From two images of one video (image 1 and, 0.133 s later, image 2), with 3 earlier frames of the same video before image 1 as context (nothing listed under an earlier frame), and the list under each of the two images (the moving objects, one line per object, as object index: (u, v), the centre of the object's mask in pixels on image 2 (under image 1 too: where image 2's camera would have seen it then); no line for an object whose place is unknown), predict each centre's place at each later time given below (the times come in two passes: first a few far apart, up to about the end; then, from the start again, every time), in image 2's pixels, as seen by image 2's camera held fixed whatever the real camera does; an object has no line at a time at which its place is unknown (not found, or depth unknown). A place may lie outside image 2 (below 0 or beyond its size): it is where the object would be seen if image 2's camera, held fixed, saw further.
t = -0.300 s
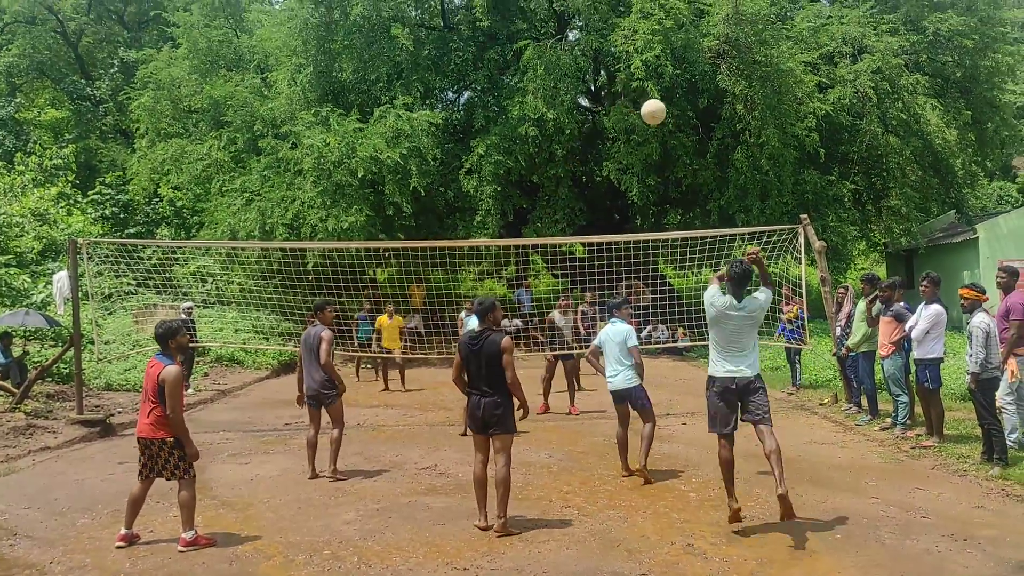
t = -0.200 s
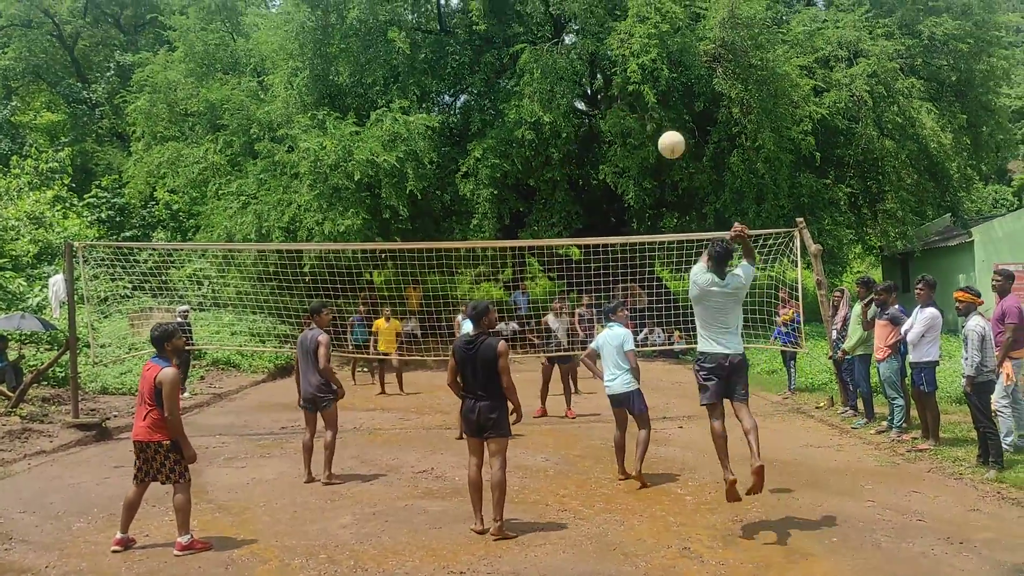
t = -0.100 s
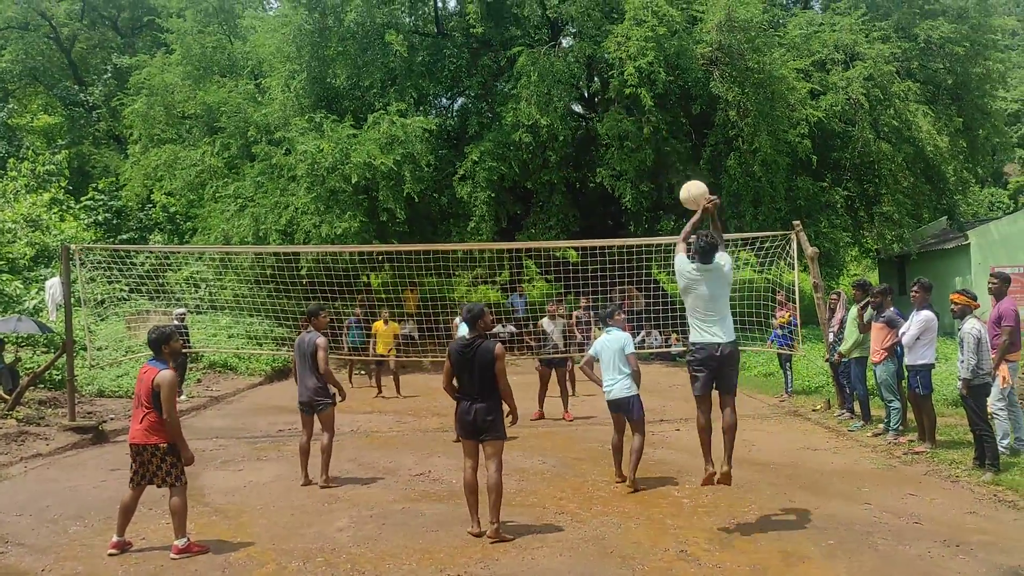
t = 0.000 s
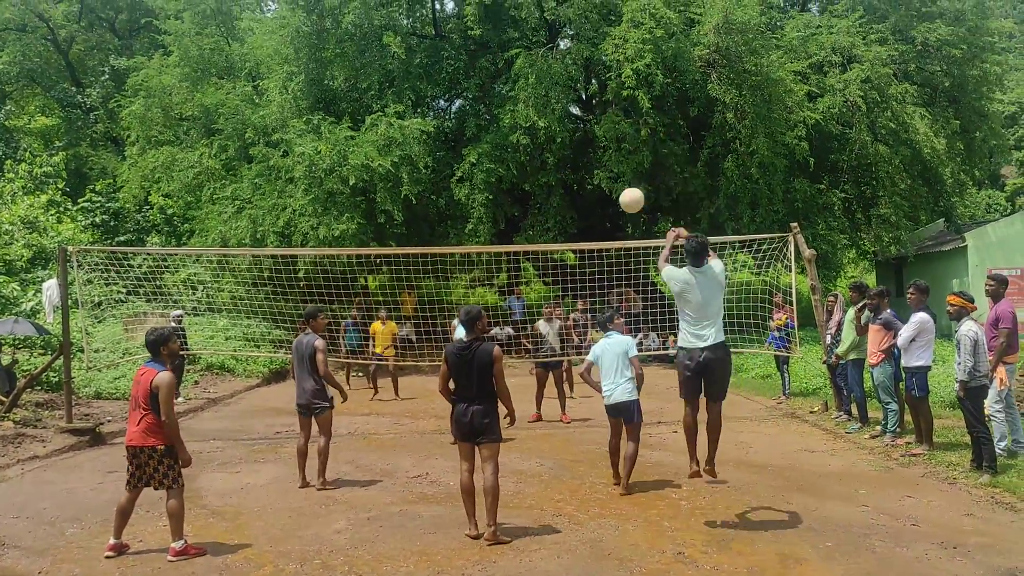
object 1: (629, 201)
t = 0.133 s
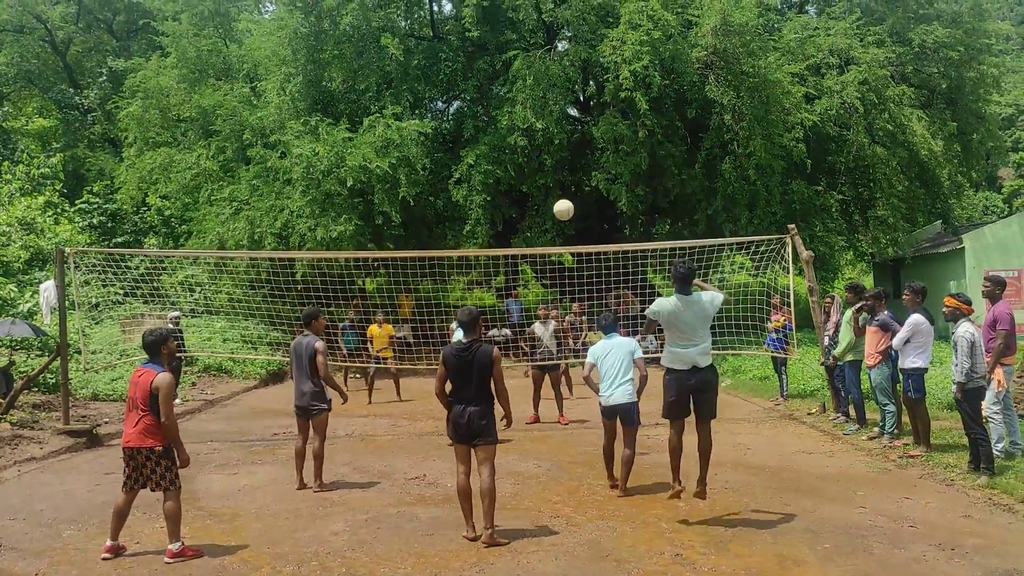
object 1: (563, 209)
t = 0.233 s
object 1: (530, 223)
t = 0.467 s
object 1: (478, 269)
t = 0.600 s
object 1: (458, 303)
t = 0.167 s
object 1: (551, 213)
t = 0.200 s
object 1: (540, 218)
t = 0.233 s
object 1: (530, 223)
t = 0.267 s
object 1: (521, 229)
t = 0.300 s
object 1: (512, 235)
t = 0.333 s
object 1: (504, 240)
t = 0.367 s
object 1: (497, 243)
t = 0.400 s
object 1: (490, 257)
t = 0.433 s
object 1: (484, 262)
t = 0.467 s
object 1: (478, 269)
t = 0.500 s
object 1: (473, 277)
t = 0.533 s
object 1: (468, 285)
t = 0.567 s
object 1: (463, 294)
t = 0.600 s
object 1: (458, 303)
